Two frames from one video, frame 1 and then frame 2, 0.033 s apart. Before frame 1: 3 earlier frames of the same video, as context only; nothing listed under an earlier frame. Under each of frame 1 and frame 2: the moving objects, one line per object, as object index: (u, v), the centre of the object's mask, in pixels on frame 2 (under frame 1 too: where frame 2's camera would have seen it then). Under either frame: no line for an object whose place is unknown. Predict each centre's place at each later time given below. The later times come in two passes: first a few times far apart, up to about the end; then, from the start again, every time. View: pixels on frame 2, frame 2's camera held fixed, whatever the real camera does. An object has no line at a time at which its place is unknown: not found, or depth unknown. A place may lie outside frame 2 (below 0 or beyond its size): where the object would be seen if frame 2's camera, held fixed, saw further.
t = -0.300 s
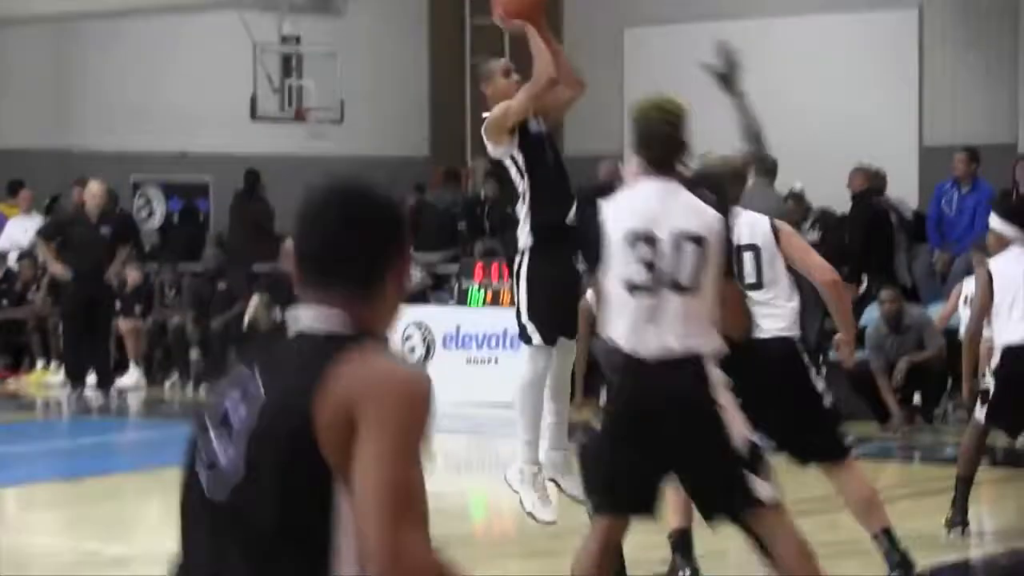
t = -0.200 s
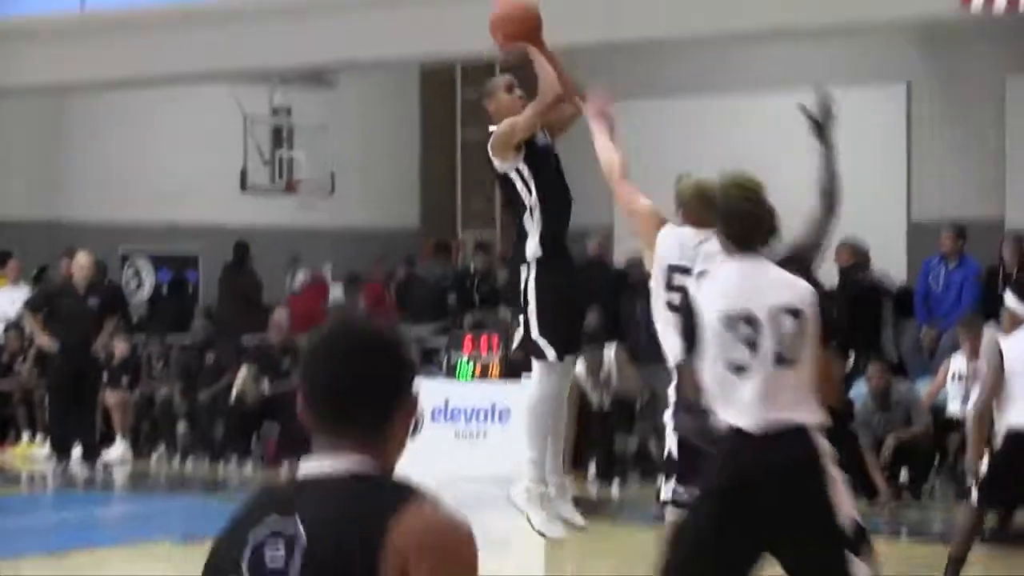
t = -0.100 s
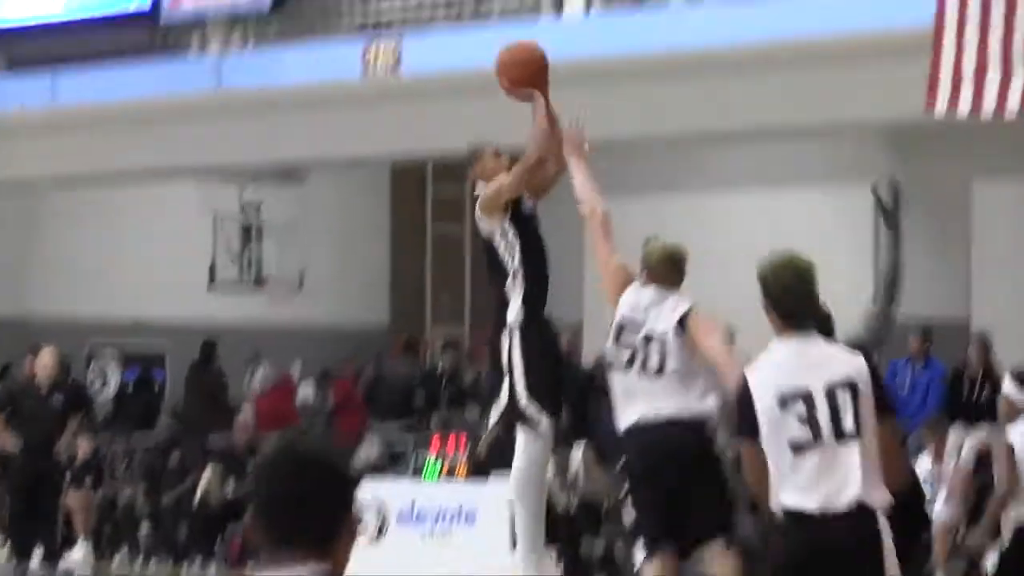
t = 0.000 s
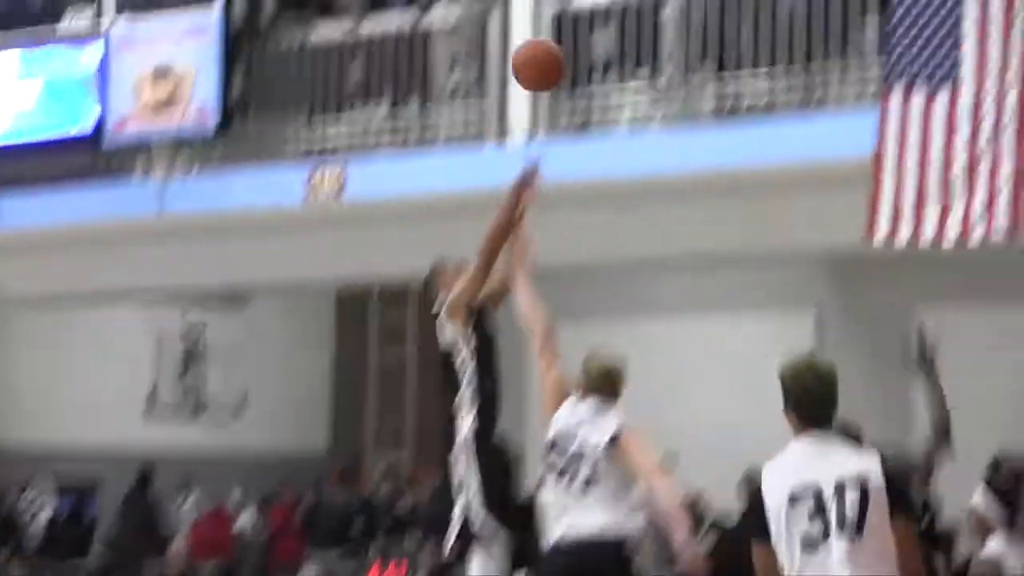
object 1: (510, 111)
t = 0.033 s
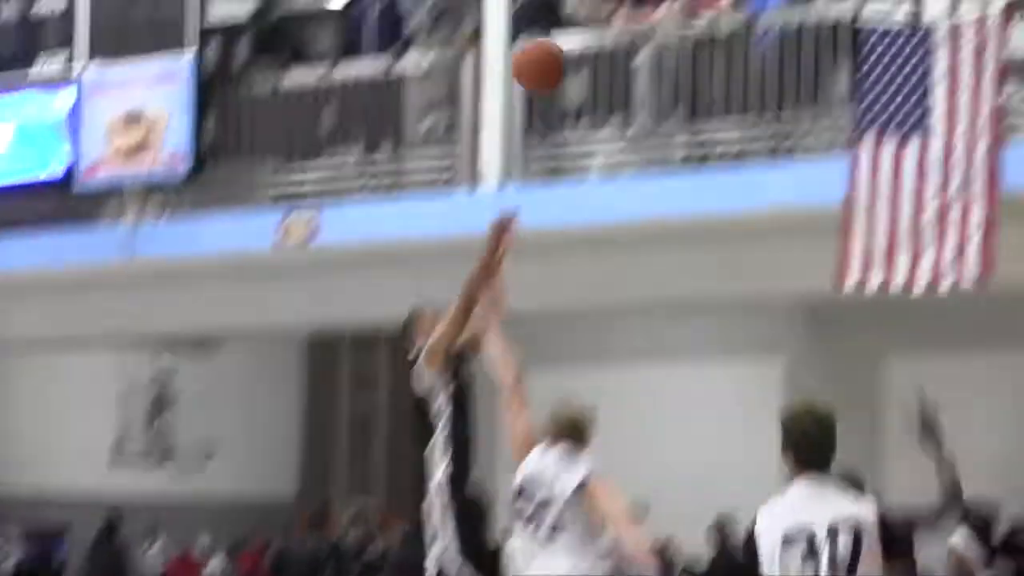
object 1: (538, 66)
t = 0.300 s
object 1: (795, -246)
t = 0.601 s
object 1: (1161, -456)
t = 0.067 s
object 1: (569, 22)
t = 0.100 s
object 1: (600, -20)
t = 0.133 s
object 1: (631, -62)
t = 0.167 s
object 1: (663, -102)
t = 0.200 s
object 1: (694, -140)
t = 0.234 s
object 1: (726, -175)
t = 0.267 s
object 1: (760, -212)
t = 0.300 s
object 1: (795, -246)
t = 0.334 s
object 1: (829, -276)
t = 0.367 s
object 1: (865, -306)
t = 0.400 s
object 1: (902, -334)
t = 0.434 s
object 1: (943, -361)
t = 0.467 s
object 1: (984, -384)
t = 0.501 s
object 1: (1026, -405)
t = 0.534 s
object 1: (1070, -425)
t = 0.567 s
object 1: (1115, -441)
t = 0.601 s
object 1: (1161, -456)
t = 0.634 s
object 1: (1212, -468)
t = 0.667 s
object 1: (1263, -477)
